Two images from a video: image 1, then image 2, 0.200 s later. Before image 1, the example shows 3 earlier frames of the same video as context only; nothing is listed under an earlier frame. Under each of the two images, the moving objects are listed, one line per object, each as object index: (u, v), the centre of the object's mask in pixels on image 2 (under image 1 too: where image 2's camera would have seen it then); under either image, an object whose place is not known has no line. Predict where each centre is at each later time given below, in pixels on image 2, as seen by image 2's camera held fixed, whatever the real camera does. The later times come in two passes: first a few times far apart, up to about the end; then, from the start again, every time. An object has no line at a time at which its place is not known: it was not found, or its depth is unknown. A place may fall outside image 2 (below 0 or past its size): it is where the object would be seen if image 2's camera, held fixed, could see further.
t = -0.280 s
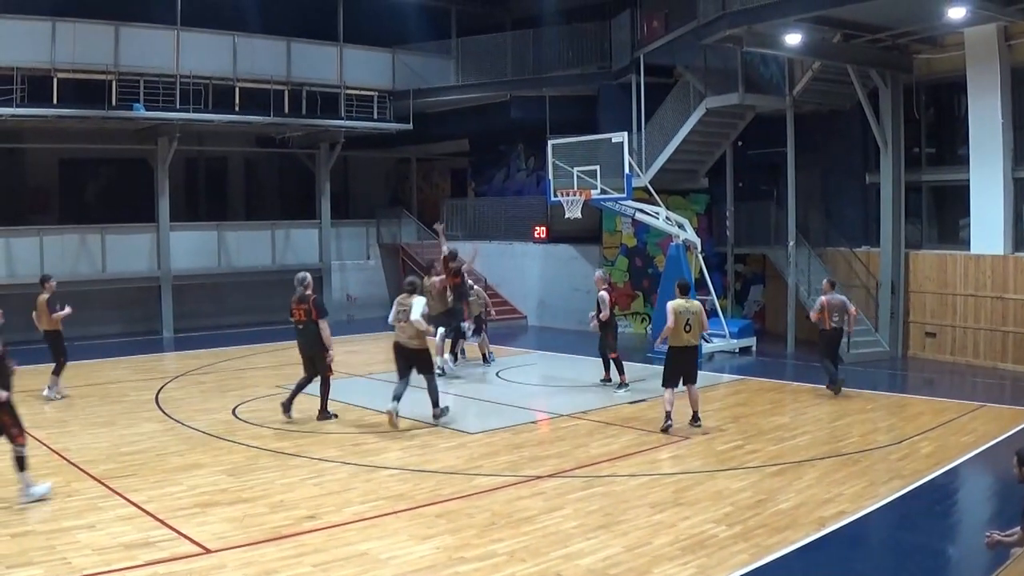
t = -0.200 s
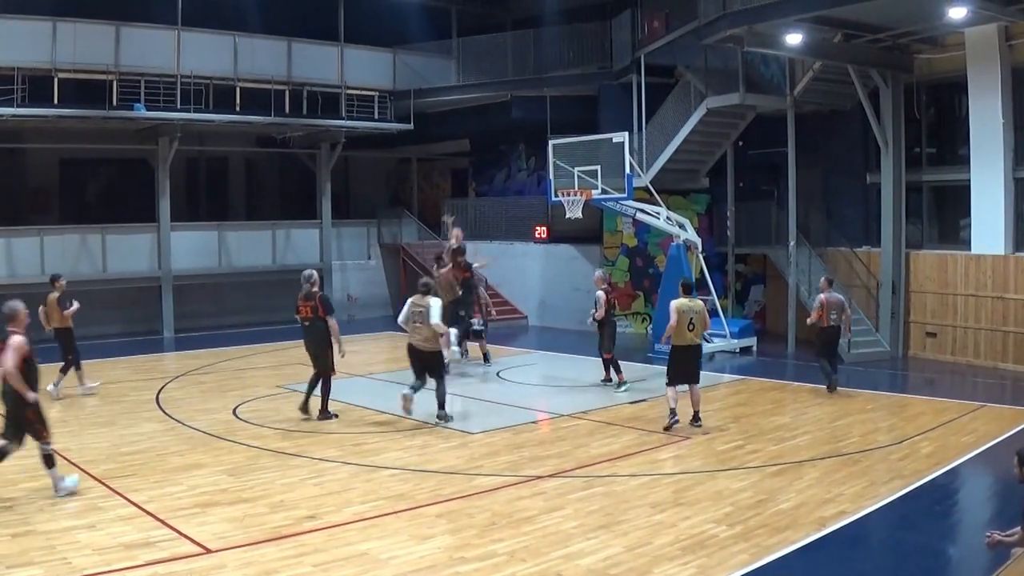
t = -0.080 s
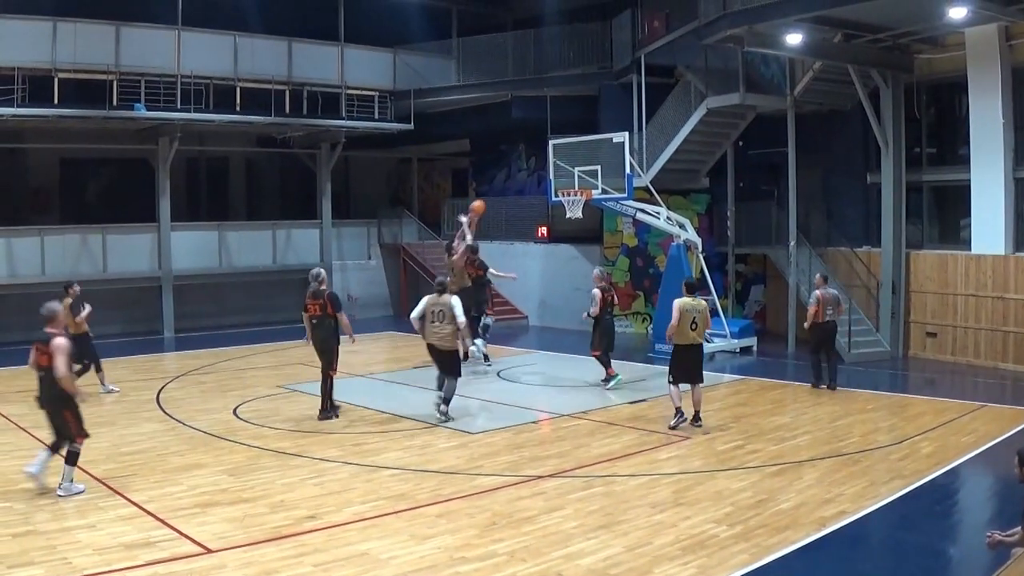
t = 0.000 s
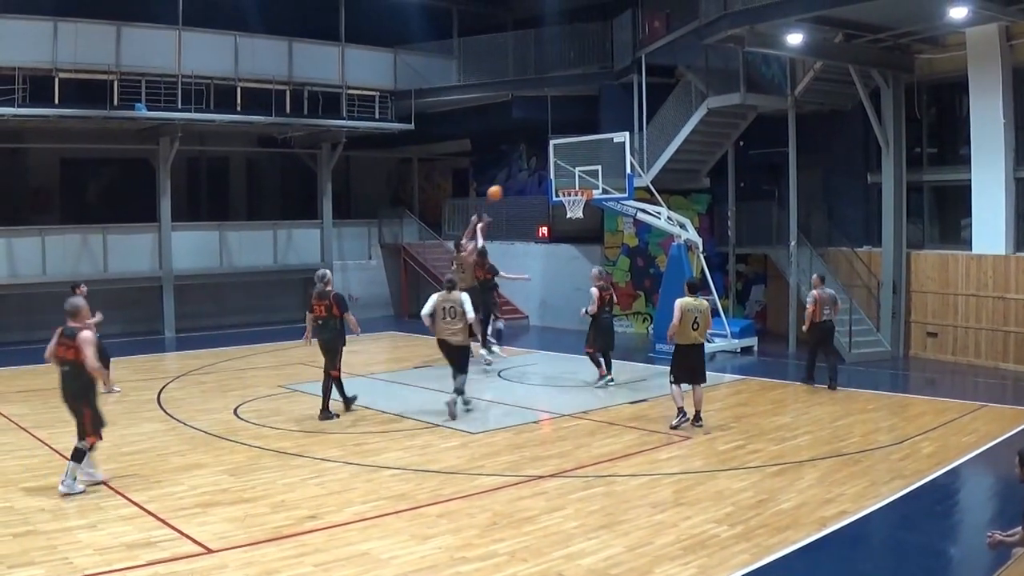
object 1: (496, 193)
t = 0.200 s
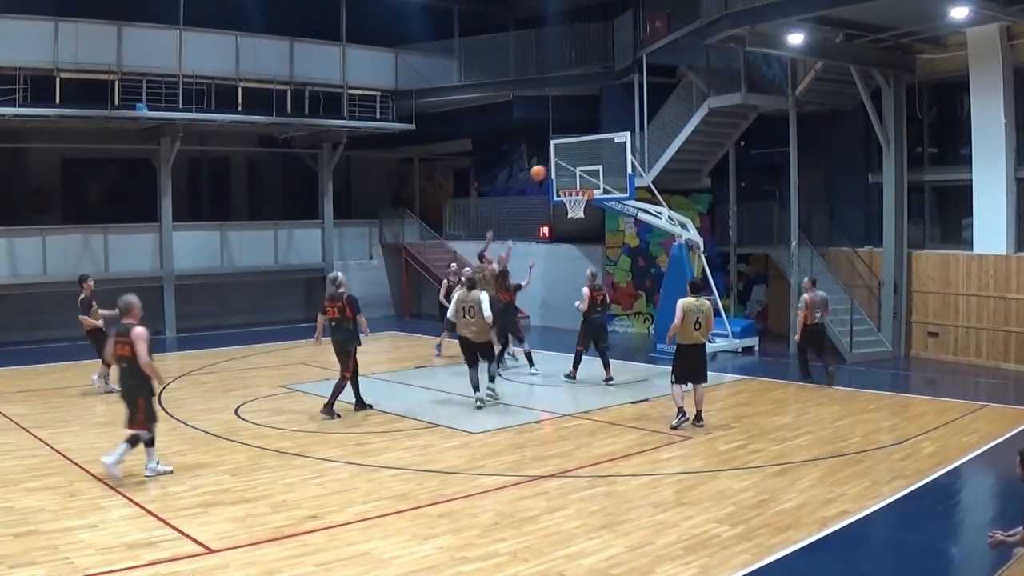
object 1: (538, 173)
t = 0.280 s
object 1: (555, 171)
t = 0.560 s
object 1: (580, 183)
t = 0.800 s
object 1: (552, 185)
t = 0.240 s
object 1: (546, 171)
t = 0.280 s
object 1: (555, 171)
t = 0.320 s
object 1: (563, 171)
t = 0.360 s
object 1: (571, 173)
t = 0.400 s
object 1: (580, 175)
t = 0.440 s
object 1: (587, 178)
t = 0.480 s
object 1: (585, 182)
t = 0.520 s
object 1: (584, 183)
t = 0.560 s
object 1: (580, 183)
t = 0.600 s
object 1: (575, 183)
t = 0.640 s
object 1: (570, 182)
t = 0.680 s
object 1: (566, 182)
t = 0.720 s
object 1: (561, 181)
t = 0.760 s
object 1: (557, 183)
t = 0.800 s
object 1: (552, 185)
